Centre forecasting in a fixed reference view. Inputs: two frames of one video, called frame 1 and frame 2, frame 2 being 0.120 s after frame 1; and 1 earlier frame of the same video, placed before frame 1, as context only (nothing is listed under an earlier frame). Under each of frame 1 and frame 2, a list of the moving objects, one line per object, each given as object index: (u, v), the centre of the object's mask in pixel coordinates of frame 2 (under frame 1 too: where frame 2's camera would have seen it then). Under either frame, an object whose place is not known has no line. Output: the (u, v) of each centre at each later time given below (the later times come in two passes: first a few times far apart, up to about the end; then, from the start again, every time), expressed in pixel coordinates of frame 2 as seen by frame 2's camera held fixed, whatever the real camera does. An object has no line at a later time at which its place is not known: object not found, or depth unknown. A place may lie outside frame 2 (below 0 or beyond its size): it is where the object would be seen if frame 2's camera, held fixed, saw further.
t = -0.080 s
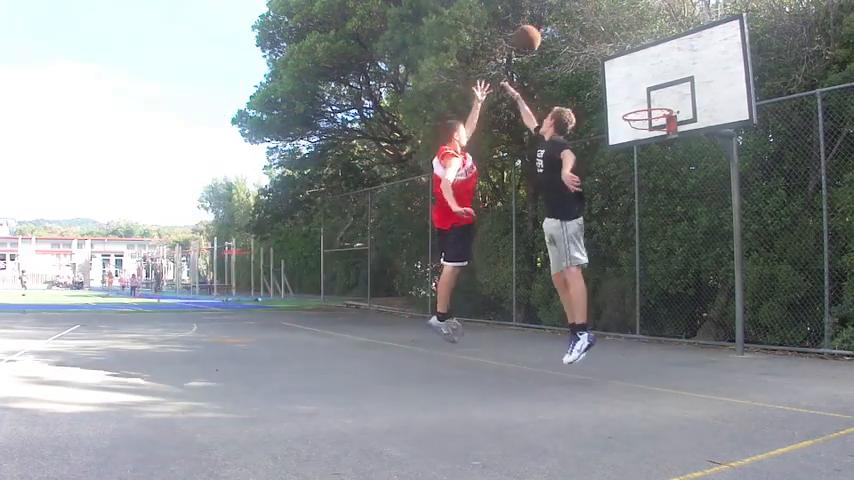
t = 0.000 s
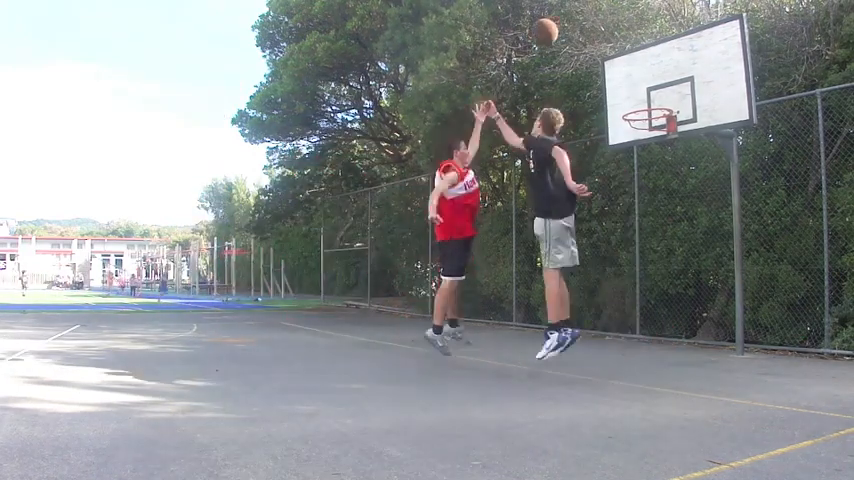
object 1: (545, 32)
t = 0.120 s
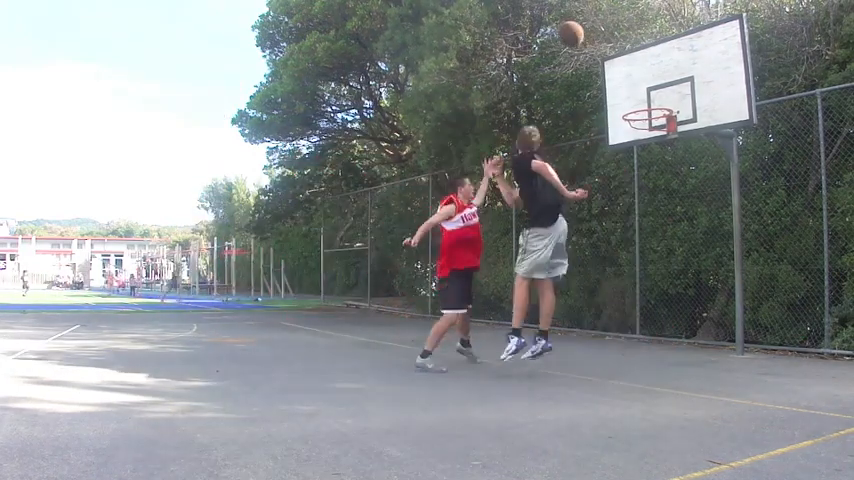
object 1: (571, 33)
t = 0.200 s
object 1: (588, 43)
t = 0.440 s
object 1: (637, 107)
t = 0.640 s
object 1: (653, 75)
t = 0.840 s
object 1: (649, 72)
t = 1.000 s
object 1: (647, 97)
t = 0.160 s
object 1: (579, 38)
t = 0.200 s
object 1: (588, 43)
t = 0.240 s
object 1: (596, 50)
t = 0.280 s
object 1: (604, 59)
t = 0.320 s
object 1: (612, 69)
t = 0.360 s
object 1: (621, 80)
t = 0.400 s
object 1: (629, 93)
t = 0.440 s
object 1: (637, 107)
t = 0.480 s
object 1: (640, 99)
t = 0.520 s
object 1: (643, 91)
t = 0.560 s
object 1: (646, 84)
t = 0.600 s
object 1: (649, 79)
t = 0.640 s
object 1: (653, 75)
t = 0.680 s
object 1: (652, 71)
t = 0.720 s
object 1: (651, 69)
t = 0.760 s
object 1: (650, 69)
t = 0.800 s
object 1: (649, 69)
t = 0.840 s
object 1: (649, 72)
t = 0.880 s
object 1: (648, 76)
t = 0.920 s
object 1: (647, 81)
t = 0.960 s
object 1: (647, 89)
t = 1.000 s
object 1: (647, 97)
